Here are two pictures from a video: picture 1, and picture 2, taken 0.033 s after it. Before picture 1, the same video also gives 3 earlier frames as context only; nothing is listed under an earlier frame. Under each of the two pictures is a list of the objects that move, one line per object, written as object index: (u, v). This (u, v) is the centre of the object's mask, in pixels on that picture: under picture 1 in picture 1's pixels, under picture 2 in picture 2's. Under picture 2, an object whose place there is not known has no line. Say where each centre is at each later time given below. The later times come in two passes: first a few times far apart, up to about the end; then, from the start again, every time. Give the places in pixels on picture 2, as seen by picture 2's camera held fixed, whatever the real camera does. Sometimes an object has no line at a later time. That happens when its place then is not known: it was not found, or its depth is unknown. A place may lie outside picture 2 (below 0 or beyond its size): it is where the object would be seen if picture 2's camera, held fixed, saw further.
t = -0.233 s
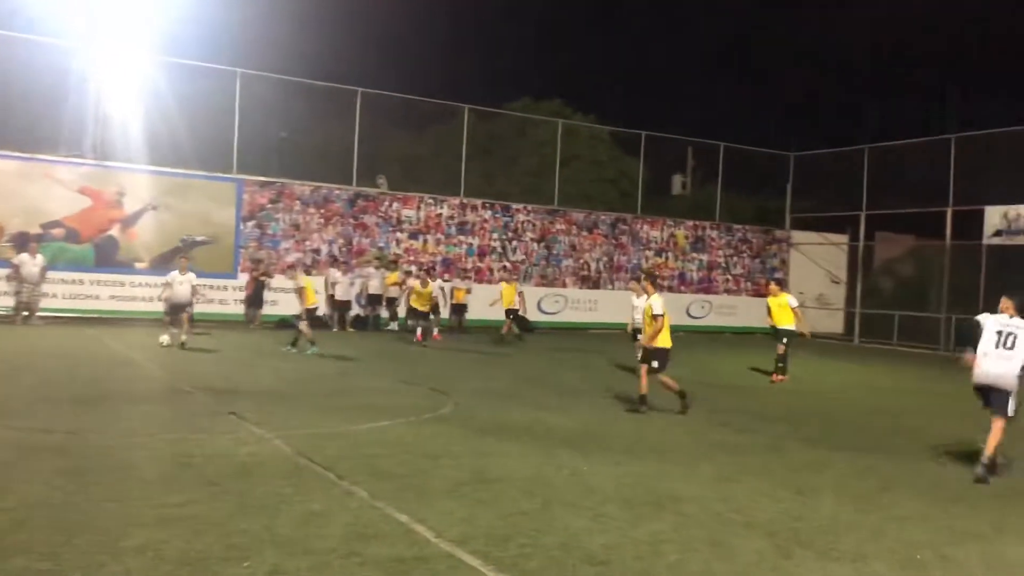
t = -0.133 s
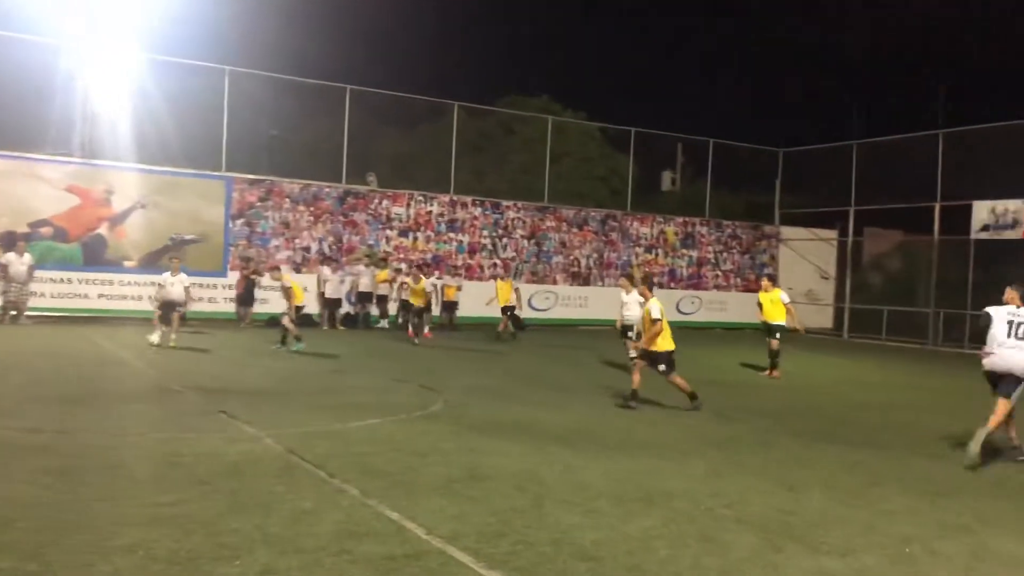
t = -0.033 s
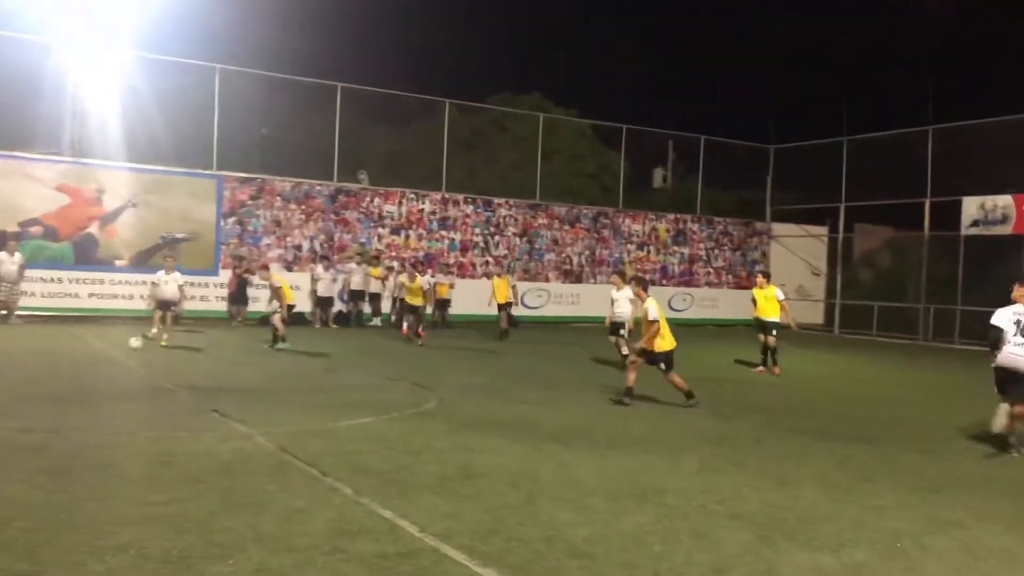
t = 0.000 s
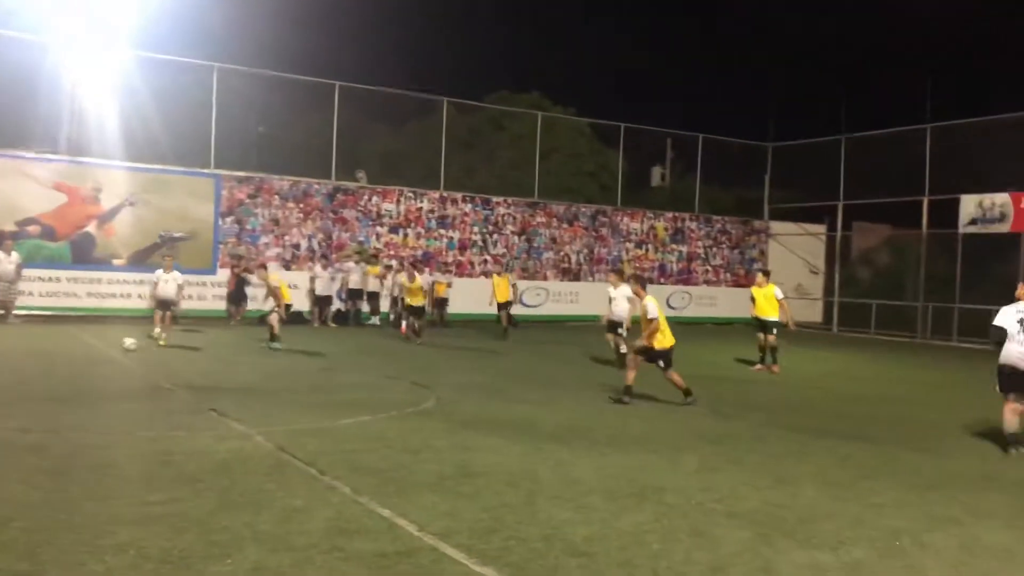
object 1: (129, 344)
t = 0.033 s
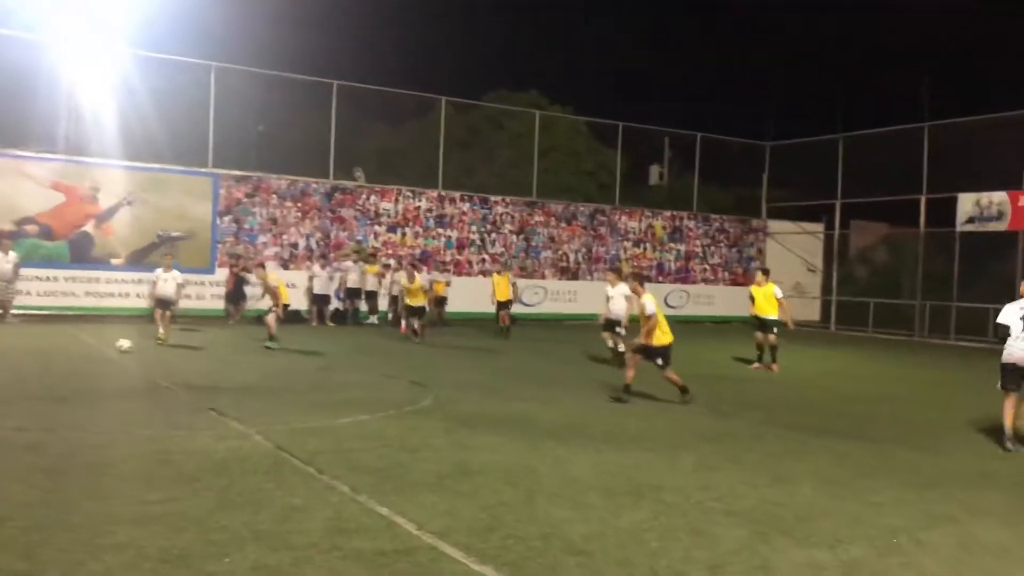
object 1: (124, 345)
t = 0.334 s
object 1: (89, 361)
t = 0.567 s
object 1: (63, 378)
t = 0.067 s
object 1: (120, 347)
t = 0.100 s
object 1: (116, 349)
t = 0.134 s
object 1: (113, 349)
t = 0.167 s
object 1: (109, 350)
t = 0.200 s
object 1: (105, 351)
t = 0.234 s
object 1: (100, 354)
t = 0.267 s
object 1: (96, 358)
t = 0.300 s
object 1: (93, 360)
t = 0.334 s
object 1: (89, 361)
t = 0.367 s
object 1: (86, 363)
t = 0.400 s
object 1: (82, 366)
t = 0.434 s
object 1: (78, 368)
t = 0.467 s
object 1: (76, 371)
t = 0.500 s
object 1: (72, 373)
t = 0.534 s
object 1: (67, 375)
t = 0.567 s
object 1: (63, 378)
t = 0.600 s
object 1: (61, 379)
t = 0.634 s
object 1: (58, 382)
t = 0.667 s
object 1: (52, 384)
